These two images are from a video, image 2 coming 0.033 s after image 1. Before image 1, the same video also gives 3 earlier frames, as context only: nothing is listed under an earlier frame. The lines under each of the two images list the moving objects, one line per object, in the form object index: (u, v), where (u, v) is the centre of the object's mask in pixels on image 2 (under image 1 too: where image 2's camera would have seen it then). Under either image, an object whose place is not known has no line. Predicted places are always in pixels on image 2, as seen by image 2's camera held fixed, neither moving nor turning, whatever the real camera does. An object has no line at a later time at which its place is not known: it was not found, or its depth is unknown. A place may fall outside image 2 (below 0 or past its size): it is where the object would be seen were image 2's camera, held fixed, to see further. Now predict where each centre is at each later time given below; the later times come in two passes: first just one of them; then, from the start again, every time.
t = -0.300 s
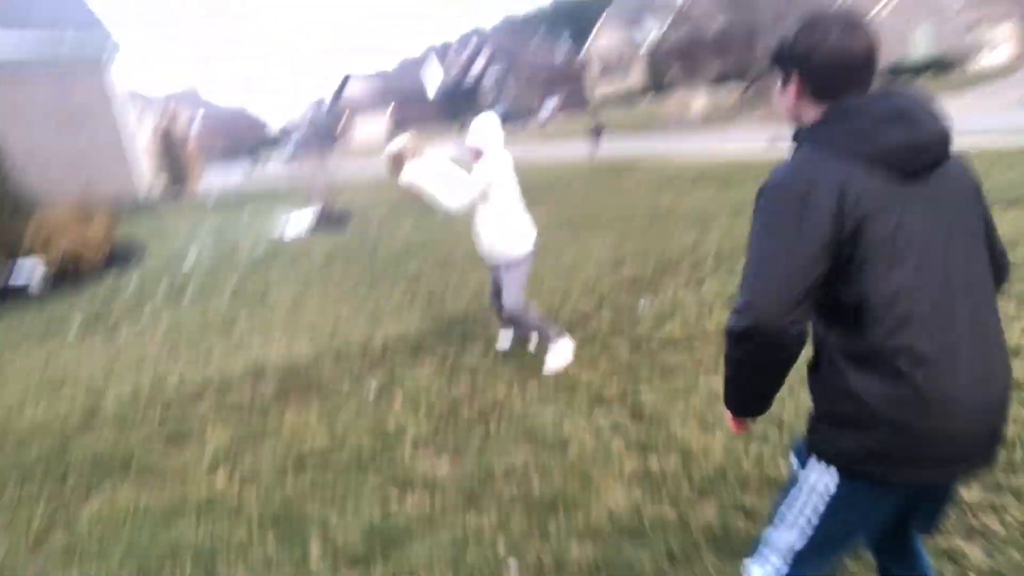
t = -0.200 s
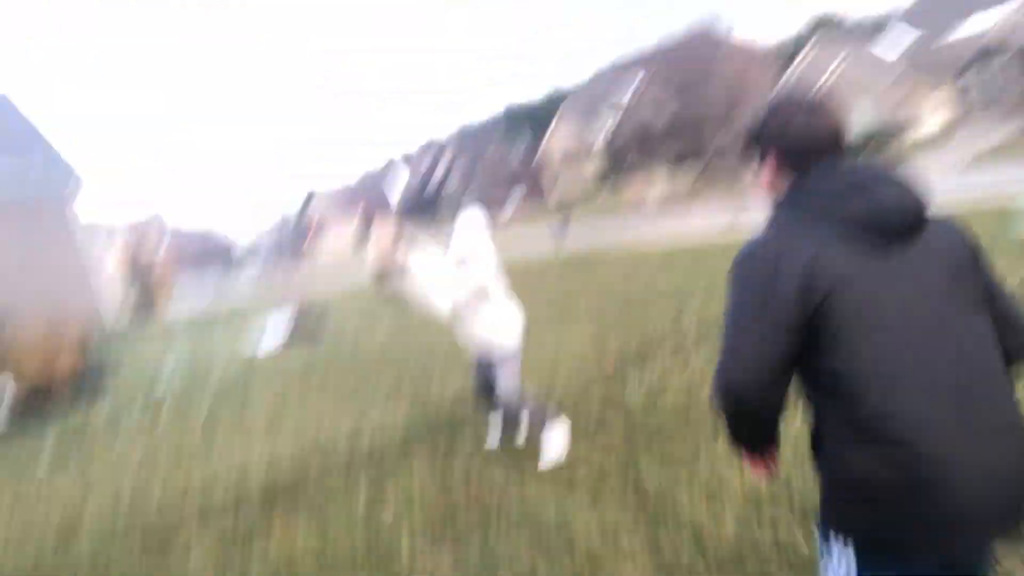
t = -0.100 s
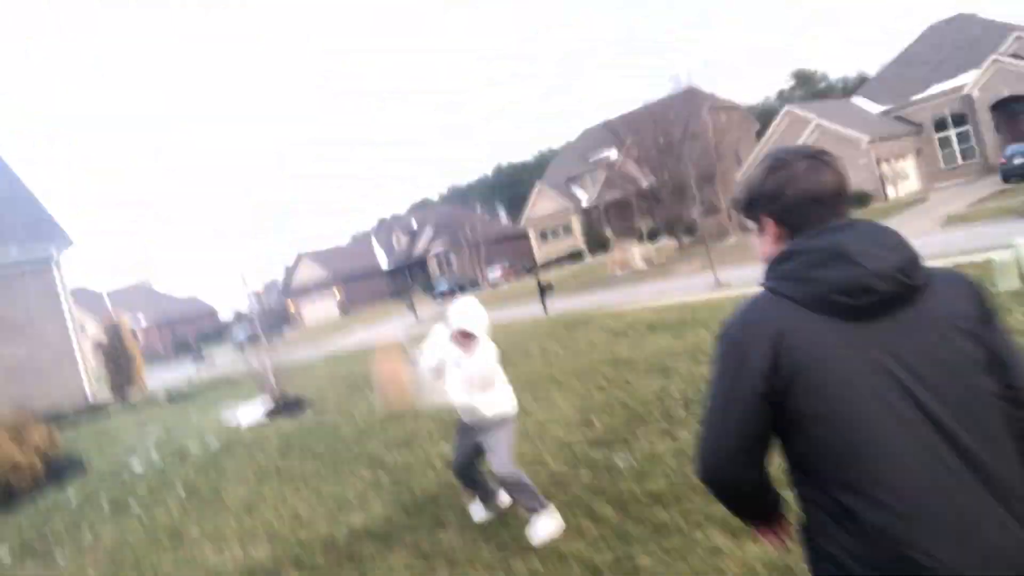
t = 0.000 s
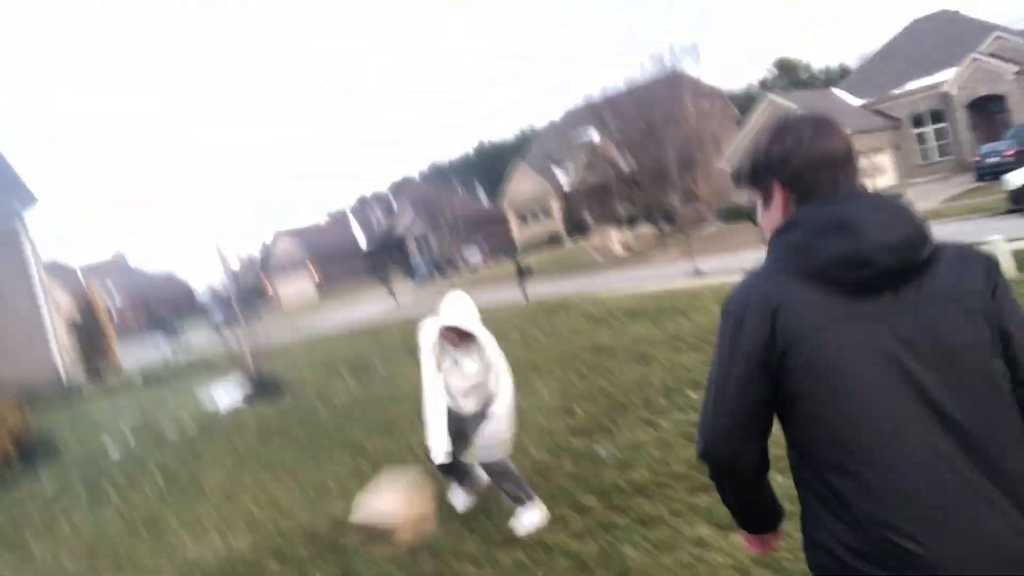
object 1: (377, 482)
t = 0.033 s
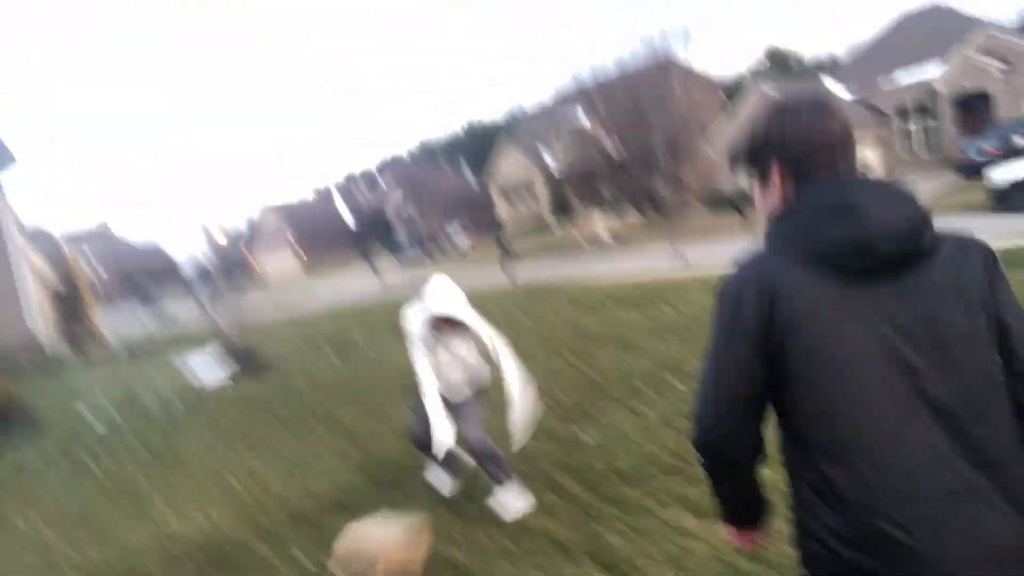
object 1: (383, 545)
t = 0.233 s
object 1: (310, 603)
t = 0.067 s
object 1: (378, 586)
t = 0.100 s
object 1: (367, 597)
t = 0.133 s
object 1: (352, 599)
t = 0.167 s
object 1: (338, 600)
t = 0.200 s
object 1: (325, 601)
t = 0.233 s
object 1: (310, 603)
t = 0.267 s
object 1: (291, 614)
